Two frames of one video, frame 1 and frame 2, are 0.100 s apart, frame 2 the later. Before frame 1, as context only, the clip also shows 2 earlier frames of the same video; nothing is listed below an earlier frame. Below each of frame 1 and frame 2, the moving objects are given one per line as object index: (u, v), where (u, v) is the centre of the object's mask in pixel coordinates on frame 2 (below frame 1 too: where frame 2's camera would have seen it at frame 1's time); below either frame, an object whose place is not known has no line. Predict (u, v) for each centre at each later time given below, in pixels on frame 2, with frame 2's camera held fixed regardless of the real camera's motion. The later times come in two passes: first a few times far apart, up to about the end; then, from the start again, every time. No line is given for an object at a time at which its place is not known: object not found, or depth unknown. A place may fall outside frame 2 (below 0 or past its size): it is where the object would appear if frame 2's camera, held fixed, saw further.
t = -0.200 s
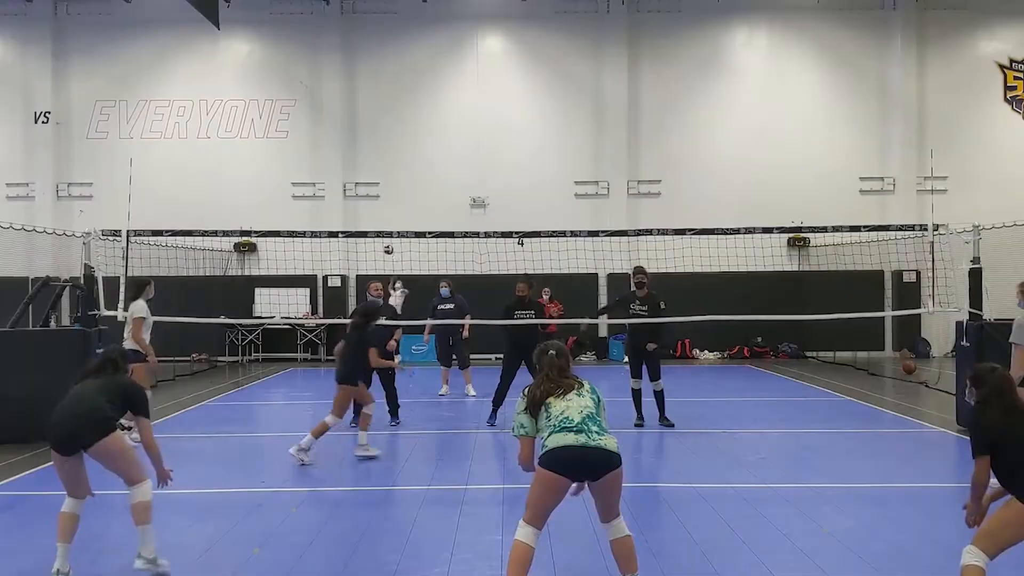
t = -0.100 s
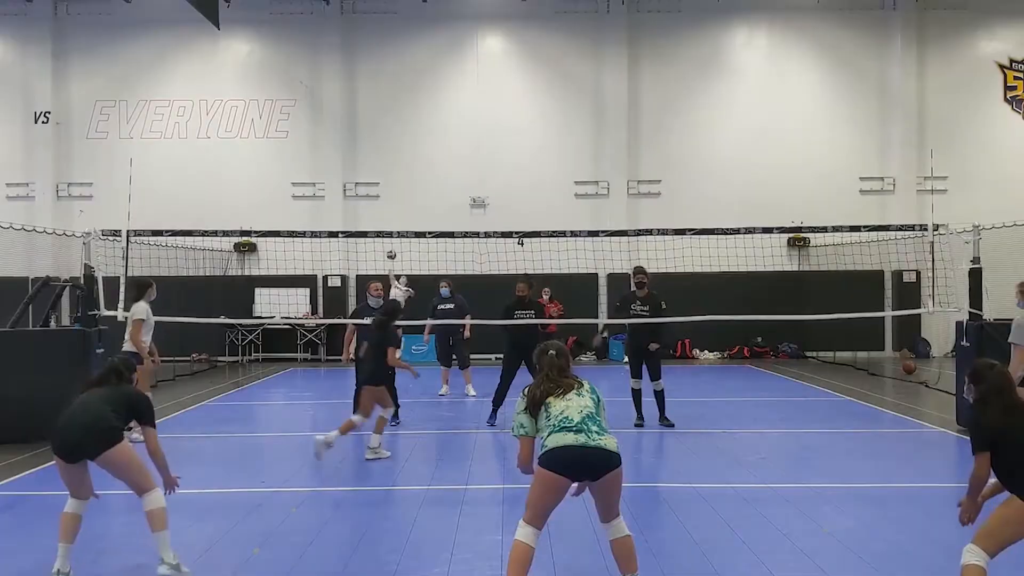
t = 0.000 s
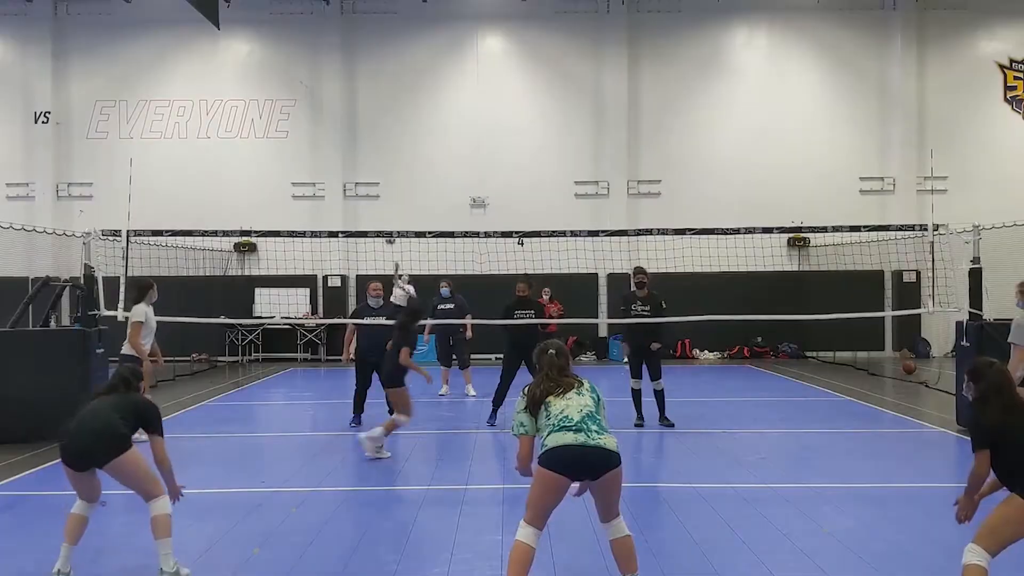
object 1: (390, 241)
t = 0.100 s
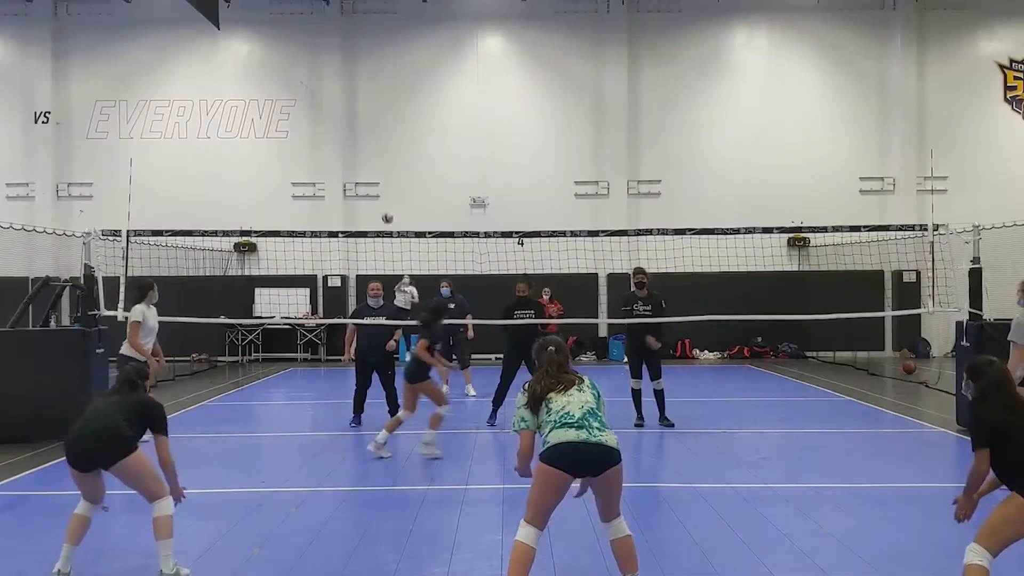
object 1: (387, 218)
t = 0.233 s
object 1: (381, 194)
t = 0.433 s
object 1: (366, 168)
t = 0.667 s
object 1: (345, 166)
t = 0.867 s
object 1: (303, 217)
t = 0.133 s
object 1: (386, 212)
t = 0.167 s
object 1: (384, 205)
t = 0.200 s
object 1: (383, 198)
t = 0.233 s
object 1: (381, 194)
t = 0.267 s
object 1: (378, 189)
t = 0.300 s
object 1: (376, 184)
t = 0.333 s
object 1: (374, 180)
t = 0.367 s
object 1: (371, 175)
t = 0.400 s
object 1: (368, 171)
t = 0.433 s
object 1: (366, 168)
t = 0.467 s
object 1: (363, 166)
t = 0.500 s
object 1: (361, 163)
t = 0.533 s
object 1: (359, 162)
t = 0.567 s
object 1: (356, 161)
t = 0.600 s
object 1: (353, 162)
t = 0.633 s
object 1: (350, 163)
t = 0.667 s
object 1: (345, 166)
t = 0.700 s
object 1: (340, 169)
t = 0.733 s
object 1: (334, 175)
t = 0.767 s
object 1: (328, 182)
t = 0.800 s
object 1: (320, 191)
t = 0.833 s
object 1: (313, 202)
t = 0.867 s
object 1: (303, 217)
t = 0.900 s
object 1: (293, 233)
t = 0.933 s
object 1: (281, 253)
